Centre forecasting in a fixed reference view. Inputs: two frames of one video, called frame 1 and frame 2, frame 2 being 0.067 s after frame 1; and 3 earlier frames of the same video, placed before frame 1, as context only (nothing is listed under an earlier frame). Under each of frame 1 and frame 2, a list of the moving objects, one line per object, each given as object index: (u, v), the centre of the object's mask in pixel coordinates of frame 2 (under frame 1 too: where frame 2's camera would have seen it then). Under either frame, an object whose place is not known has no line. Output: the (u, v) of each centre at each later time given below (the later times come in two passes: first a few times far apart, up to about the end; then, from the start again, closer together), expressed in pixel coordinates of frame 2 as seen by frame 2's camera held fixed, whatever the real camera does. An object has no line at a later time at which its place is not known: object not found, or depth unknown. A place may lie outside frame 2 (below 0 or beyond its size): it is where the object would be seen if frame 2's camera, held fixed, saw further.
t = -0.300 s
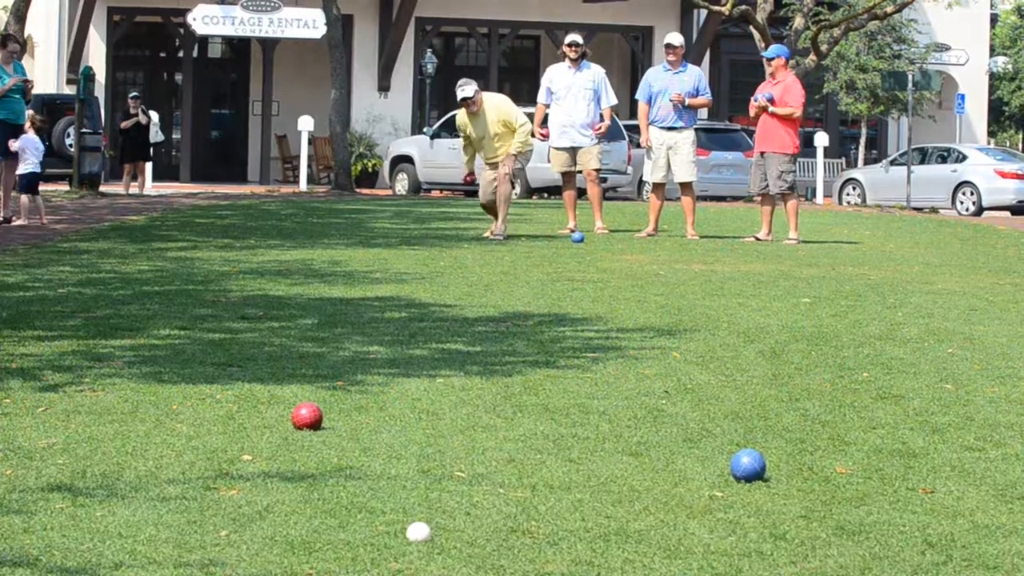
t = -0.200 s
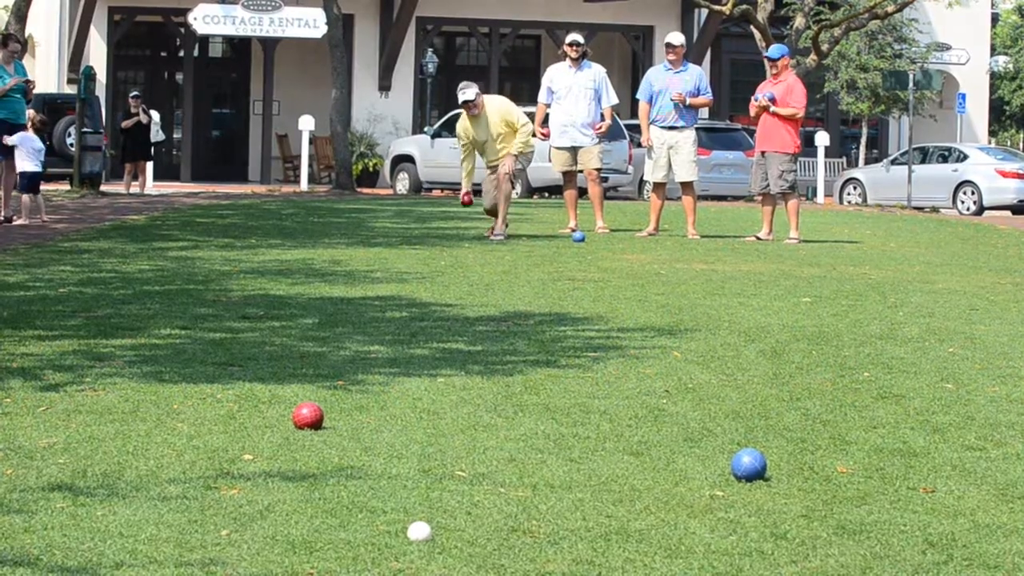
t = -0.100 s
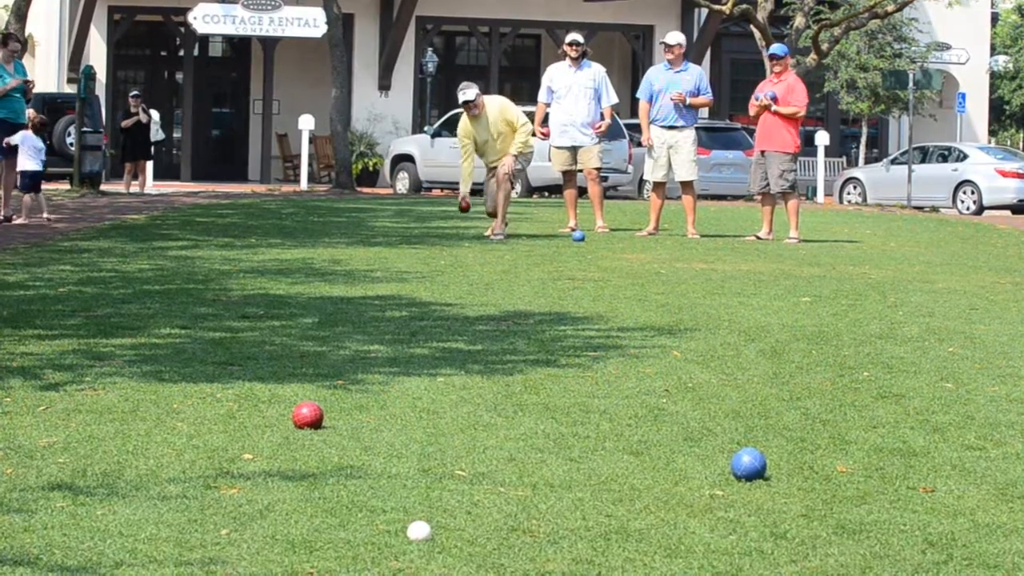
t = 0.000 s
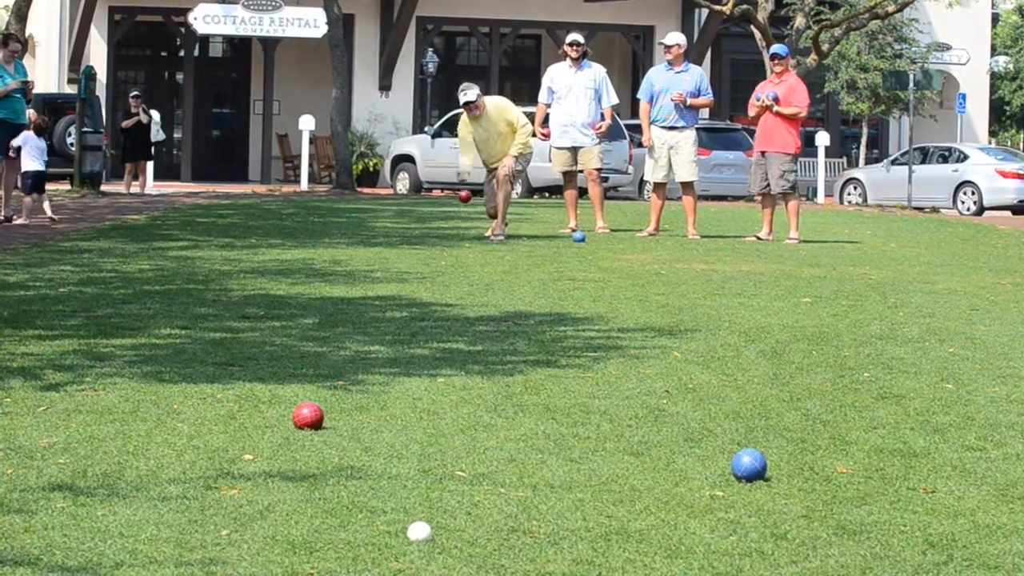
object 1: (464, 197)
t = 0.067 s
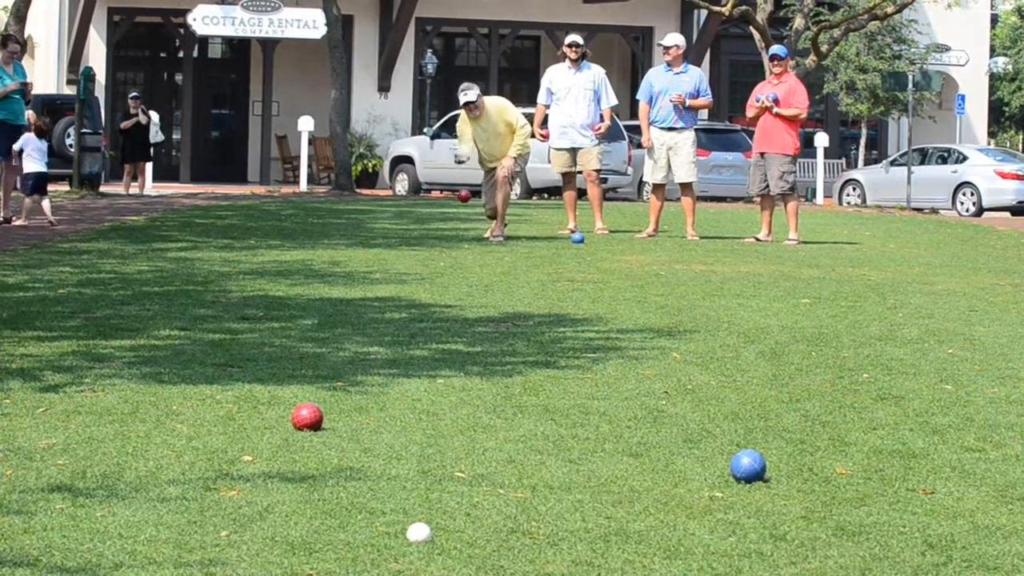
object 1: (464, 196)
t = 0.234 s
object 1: (463, 218)
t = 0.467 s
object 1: (465, 241)
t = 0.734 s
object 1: (470, 254)
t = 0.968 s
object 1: (474, 264)
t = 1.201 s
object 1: (478, 272)
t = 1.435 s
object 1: (481, 282)
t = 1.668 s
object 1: (484, 291)
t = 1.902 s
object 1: (489, 302)
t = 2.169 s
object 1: (496, 316)
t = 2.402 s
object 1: (505, 325)
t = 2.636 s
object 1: (516, 337)
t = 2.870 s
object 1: (525, 351)
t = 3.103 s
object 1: (533, 365)
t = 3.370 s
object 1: (544, 382)
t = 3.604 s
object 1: (553, 397)
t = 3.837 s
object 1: (563, 414)
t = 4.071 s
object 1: (571, 432)
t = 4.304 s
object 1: (581, 451)
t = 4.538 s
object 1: (592, 471)
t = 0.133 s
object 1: (463, 199)
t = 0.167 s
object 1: (463, 204)
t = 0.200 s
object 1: (463, 210)
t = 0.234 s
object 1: (463, 218)
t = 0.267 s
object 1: (463, 226)
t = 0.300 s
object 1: (462, 236)
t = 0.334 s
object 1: (462, 248)
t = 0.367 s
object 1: (463, 245)
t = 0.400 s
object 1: (464, 242)
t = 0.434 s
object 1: (465, 241)
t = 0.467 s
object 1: (465, 241)
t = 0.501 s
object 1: (466, 243)
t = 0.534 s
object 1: (467, 246)
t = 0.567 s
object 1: (467, 251)
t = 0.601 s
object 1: (468, 254)
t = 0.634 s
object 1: (469, 253)
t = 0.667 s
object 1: (469, 252)
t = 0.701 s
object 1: (469, 252)
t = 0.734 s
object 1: (470, 254)
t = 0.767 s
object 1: (471, 258)
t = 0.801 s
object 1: (471, 259)
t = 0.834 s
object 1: (472, 259)
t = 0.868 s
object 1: (472, 259)
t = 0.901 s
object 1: (473, 261)
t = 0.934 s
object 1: (473, 263)
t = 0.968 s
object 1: (474, 264)
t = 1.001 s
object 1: (474, 264)
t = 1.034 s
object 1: (475, 267)
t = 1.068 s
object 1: (475, 267)
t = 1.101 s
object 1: (476, 268)
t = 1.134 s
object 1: (477, 270)
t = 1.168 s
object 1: (477, 271)
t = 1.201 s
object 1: (478, 272)
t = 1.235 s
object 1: (478, 274)
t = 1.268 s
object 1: (478, 275)
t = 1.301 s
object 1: (479, 277)
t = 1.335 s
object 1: (480, 278)
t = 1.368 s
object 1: (480, 279)
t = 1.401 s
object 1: (481, 282)
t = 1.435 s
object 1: (481, 282)
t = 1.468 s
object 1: (482, 283)
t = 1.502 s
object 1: (482, 284)
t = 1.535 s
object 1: (483, 286)
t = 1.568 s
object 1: (483, 287)
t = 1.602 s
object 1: (484, 289)
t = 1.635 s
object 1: (484, 291)
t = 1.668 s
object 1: (484, 291)
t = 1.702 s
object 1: (485, 293)
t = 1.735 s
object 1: (486, 295)
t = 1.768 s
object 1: (486, 295)
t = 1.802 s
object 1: (487, 297)
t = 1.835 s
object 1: (488, 299)
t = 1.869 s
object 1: (488, 299)
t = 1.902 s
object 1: (489, 302)
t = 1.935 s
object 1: (490, 303)
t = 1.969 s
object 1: (490, 304)
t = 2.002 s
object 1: (492, 306)
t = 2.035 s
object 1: (492, 308)
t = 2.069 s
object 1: (493, 310)
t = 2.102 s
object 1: (494, 312)
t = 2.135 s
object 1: (495, 314)
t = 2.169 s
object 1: (496, 316)
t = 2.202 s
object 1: (496, 316)
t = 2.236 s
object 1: (497, 317)
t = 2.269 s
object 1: (499, 318)
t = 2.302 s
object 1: (500, 318)
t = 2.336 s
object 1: (501, 319)
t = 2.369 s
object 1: (504, 323)
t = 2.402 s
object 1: (505, 325)
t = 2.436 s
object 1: (506, 326)
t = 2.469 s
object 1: (508, 328)
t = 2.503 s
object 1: (509, 330)
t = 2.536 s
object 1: (510, 331)
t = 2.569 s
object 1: (513, 332)
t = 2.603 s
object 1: (514, 335)
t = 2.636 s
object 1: (516, 337)
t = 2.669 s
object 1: (517, 339)
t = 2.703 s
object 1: (518, 341)
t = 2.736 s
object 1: (519, 342)
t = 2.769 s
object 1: (521, 344)
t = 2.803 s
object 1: (522, 347)
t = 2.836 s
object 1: (524, 349)
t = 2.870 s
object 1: (525, 351)
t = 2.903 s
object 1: (526, 353)
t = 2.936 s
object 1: (528, 355)
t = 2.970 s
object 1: (529, 357)
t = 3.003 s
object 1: (530, 358)
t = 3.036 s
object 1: (532, 361)
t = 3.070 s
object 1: (533, 363)
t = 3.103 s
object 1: (533, 365)
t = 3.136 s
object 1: (535, 368)
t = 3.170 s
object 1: (536, 369)
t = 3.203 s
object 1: (537, 371)
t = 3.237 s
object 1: (538, 374)
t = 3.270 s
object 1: (540, 376)
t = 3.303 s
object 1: (541, 378)
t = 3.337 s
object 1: (543, 379)
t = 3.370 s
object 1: (544, 382)
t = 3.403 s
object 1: (545, 384)
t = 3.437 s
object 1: (546, 385)
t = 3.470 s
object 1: (549, 389)
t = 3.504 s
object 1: (550, 390)
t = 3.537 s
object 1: (551, 392)
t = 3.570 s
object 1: (552, 396)
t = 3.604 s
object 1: (553, 397)
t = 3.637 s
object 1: (555, 400)
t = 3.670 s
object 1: (556, 403)
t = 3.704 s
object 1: (557, 403)
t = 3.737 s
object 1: (559, 405)
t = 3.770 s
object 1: (560, 409)
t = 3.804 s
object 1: (562, 412)
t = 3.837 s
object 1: (563, 414)
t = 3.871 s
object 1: (564, 417)
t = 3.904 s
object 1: (565, 419)
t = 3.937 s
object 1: (566, 421)
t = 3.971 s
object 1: (568, 424)
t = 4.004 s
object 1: (569, 427)
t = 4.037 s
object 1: (570, 429)
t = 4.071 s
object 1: (571, 432)
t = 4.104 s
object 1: (573, 436)
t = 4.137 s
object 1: (574, 437)
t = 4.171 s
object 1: (575, 440)
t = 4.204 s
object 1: (577, 443)
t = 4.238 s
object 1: (578, 446)
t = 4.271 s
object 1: (580, 448)
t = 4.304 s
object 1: (581, 451)
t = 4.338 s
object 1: (583, 453)
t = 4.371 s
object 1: (585, 458)
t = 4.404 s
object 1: (586, 460)
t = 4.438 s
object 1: (588, 464)
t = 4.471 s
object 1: (589, 466)
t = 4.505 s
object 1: (591, 470)
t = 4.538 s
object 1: (592, 471)
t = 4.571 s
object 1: (593, 474)
